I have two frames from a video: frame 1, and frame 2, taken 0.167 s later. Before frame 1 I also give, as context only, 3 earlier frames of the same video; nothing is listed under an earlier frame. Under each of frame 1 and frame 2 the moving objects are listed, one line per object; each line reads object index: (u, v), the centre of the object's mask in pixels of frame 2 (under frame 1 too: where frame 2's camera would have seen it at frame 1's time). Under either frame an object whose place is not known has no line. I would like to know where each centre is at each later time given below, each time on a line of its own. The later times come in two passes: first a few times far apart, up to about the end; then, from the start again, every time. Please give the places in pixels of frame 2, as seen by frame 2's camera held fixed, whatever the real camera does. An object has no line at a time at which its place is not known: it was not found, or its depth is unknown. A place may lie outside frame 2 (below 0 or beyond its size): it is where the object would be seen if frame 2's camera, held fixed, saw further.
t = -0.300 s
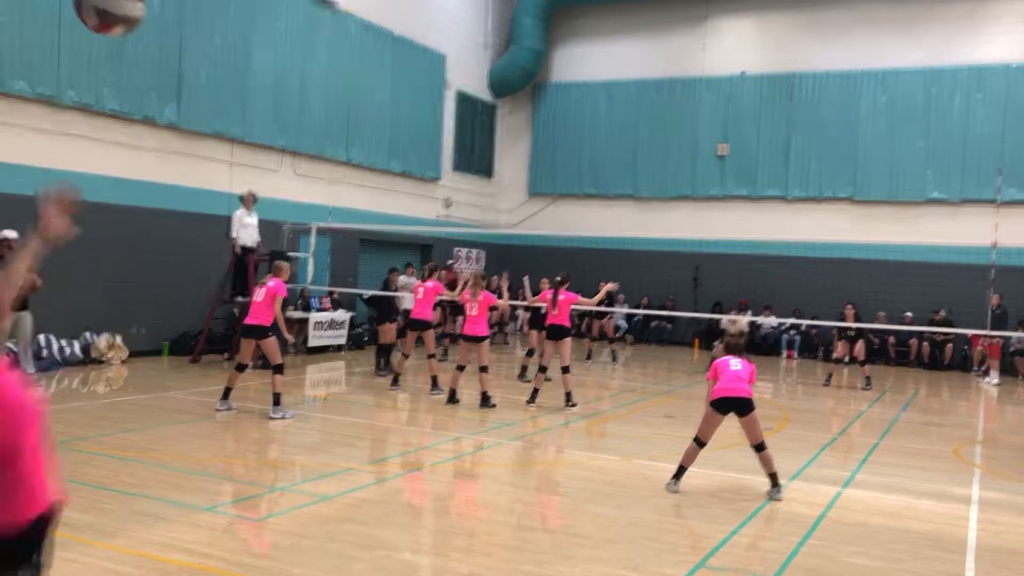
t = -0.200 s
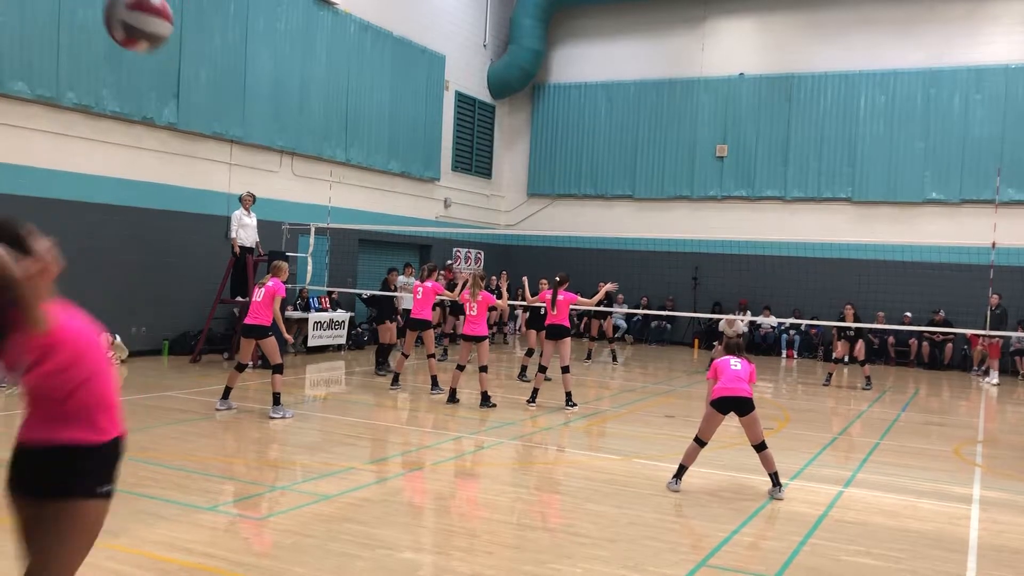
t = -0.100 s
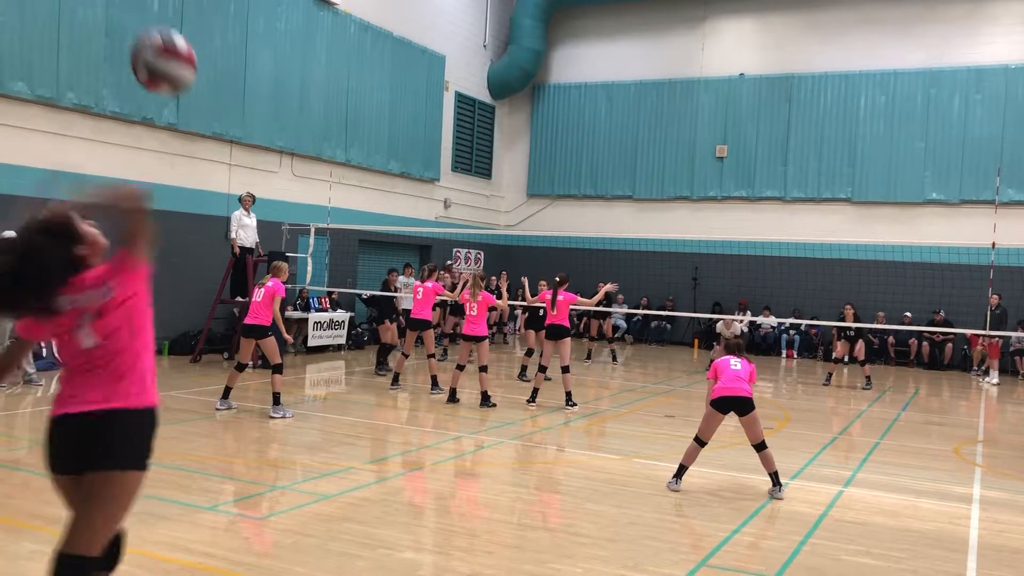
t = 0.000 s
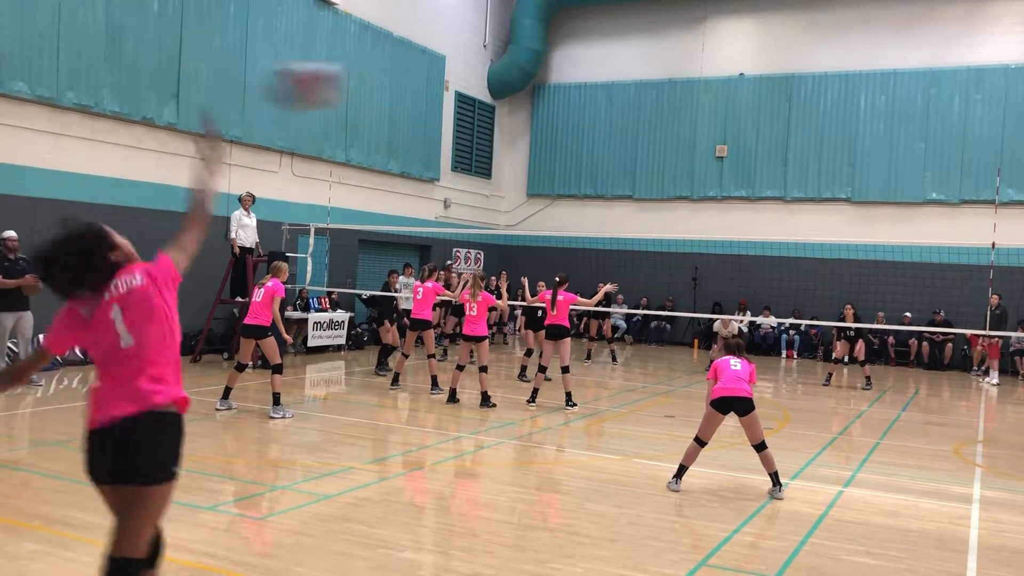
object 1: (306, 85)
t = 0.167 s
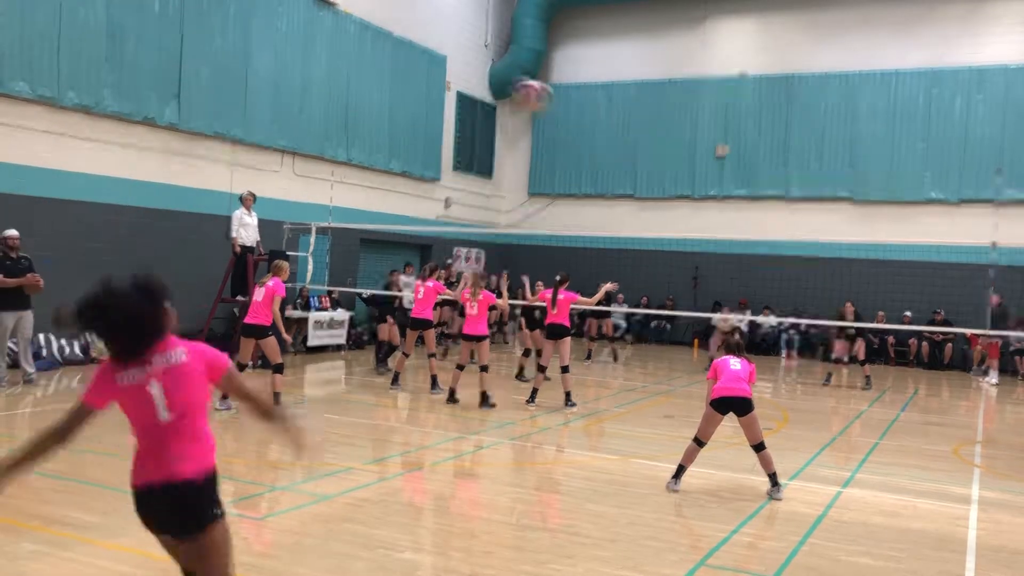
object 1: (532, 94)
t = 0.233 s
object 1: (578, 104)
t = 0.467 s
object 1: (676, 150)
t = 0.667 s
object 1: (717, 193)
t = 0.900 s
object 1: (747, 254)
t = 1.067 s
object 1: (759, 299)
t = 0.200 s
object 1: (556, 99)
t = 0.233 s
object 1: (578, 104)
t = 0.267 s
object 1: (597, 110)
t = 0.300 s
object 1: (615, 117)
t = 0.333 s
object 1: (629, 123)
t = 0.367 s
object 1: (642, 130)
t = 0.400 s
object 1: (655, 137)
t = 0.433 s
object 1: (666, 144)
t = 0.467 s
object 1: (676, 150)
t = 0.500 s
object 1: (685, 157)
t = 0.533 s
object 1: (693, 163)
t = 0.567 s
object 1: (700, 171)
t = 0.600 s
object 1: (707, 178)
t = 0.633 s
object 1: (712, 185)
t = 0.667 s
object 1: (717, 193)
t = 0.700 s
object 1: (721, 201)
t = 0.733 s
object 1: (726, 210)
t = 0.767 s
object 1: (730, 219)
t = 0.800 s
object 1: (735, 228)
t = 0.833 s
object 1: (739, 234)
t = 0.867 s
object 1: (743, 245)
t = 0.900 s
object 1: (747, 254)
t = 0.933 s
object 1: (750, 263)
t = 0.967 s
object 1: (752, 272)
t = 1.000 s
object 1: (755, 280)
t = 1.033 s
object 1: (758, 289)
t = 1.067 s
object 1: (759, 299)
